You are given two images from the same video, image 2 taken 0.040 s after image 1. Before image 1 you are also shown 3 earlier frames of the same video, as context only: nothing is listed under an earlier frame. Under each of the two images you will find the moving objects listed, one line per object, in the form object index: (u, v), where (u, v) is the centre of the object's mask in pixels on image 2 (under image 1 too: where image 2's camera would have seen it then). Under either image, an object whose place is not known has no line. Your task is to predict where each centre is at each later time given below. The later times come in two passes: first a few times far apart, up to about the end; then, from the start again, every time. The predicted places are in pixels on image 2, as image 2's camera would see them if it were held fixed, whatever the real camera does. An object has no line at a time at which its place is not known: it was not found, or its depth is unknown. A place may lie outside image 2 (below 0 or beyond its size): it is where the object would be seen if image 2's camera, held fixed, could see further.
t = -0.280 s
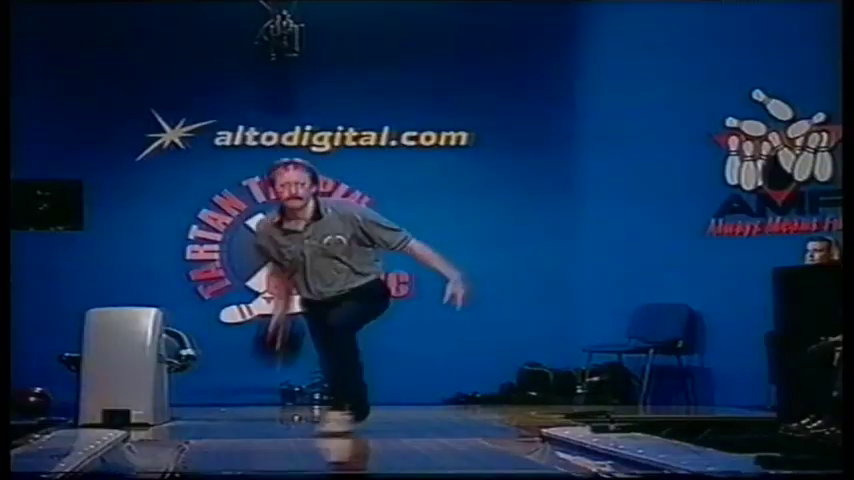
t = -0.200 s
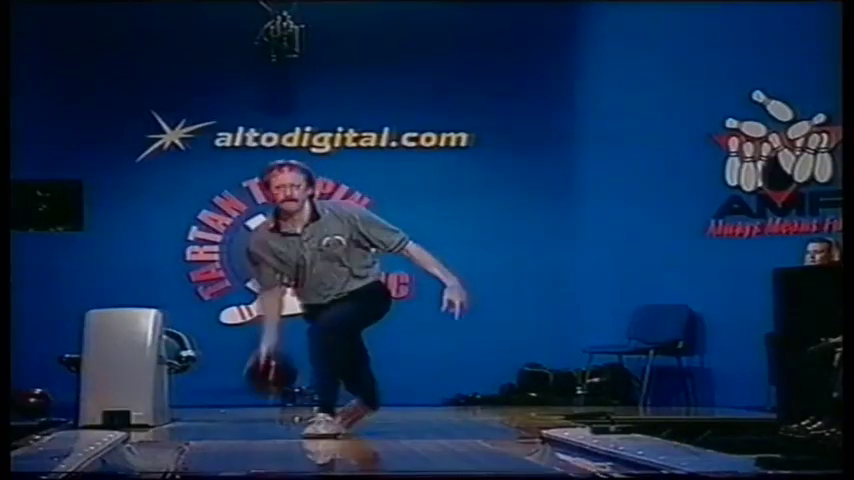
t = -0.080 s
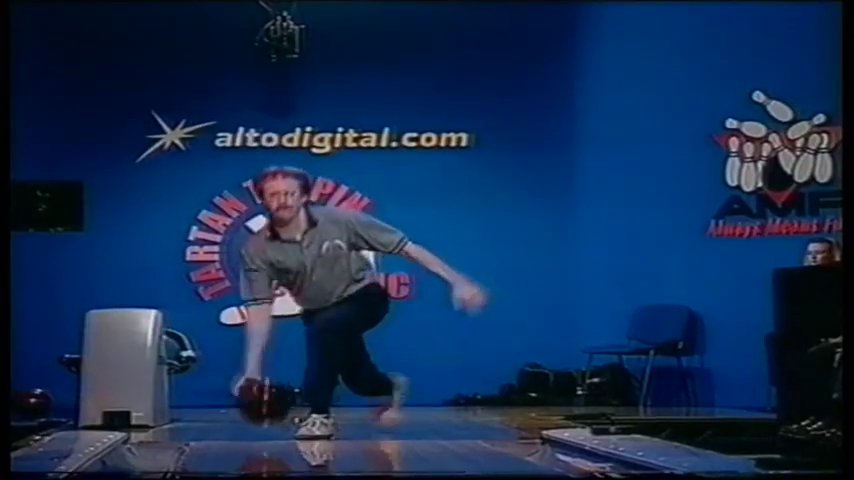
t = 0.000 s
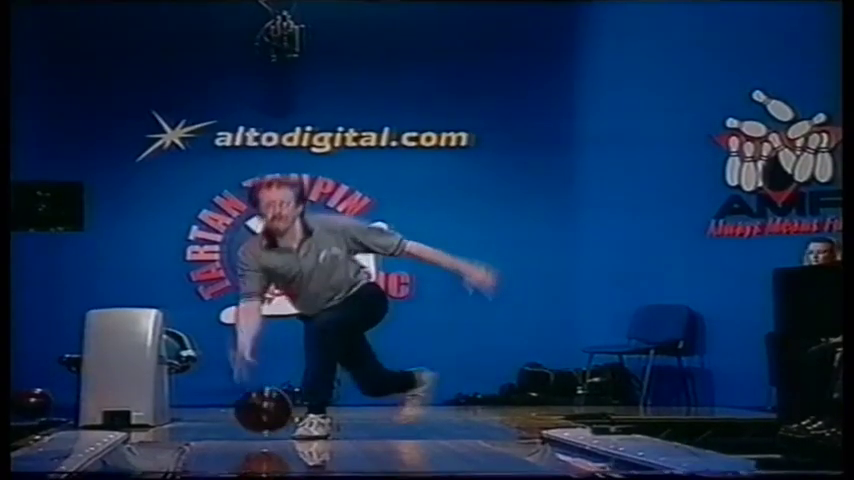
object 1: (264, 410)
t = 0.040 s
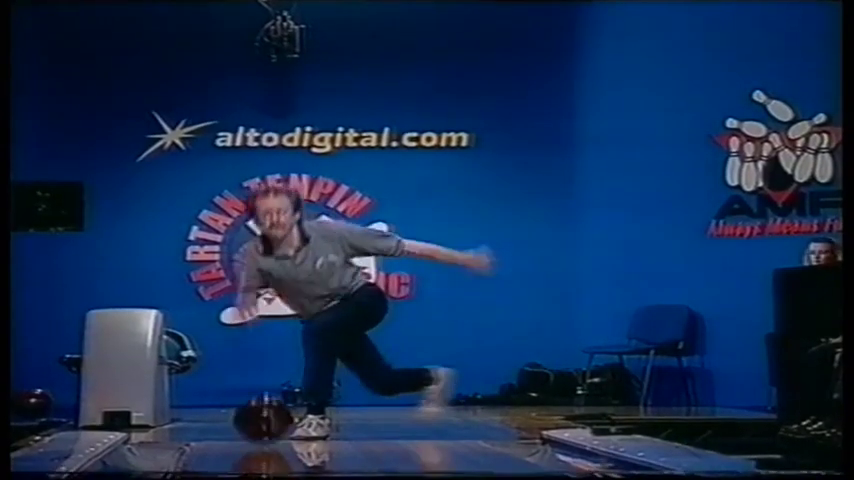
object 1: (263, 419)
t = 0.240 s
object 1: (260, 429)
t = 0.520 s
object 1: (257, 443)
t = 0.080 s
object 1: (263, 422)
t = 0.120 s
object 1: (262, 424)
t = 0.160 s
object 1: (261, 426)
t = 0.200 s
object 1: (261, 427)
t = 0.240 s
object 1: (260, 429)
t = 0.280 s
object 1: (259, 431)
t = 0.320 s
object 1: (259, 432)
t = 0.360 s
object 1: (259, 435)
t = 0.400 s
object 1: (259, 436)
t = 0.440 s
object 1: (258, 439)
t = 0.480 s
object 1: (258, 440)
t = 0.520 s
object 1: (257, 443)
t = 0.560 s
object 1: (257, 444)
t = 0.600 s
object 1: (257, 445)
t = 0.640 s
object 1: (257, 447)
